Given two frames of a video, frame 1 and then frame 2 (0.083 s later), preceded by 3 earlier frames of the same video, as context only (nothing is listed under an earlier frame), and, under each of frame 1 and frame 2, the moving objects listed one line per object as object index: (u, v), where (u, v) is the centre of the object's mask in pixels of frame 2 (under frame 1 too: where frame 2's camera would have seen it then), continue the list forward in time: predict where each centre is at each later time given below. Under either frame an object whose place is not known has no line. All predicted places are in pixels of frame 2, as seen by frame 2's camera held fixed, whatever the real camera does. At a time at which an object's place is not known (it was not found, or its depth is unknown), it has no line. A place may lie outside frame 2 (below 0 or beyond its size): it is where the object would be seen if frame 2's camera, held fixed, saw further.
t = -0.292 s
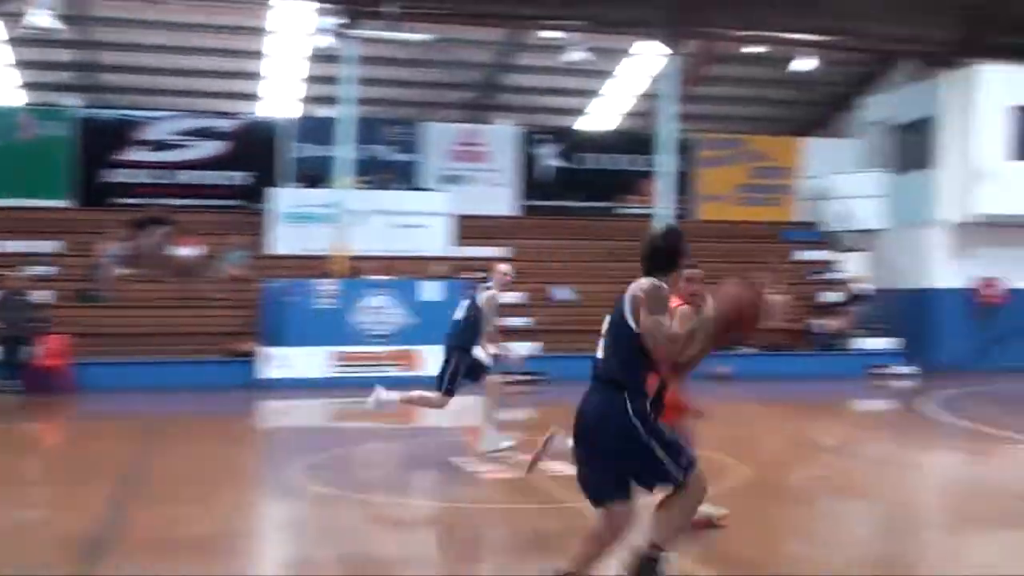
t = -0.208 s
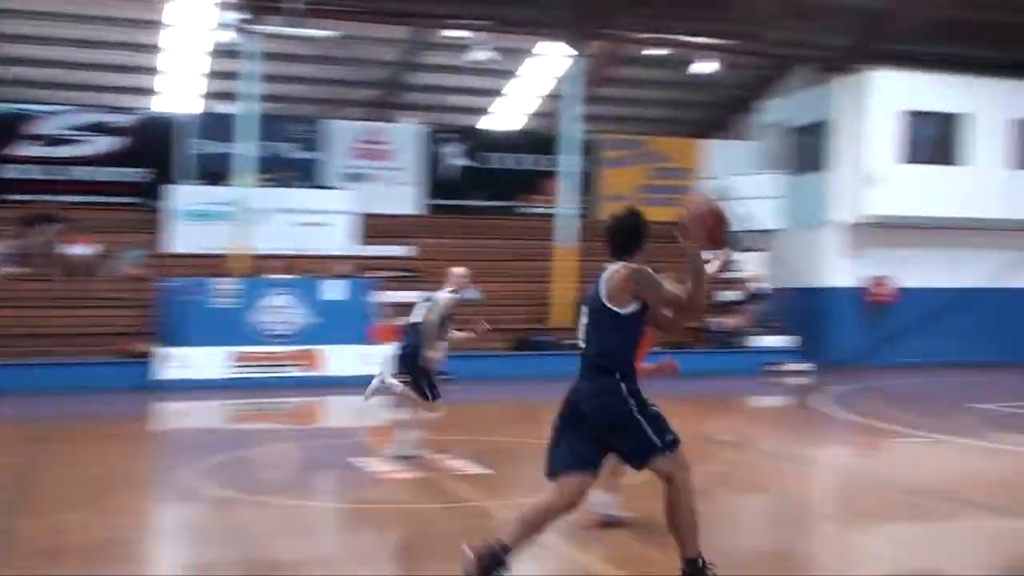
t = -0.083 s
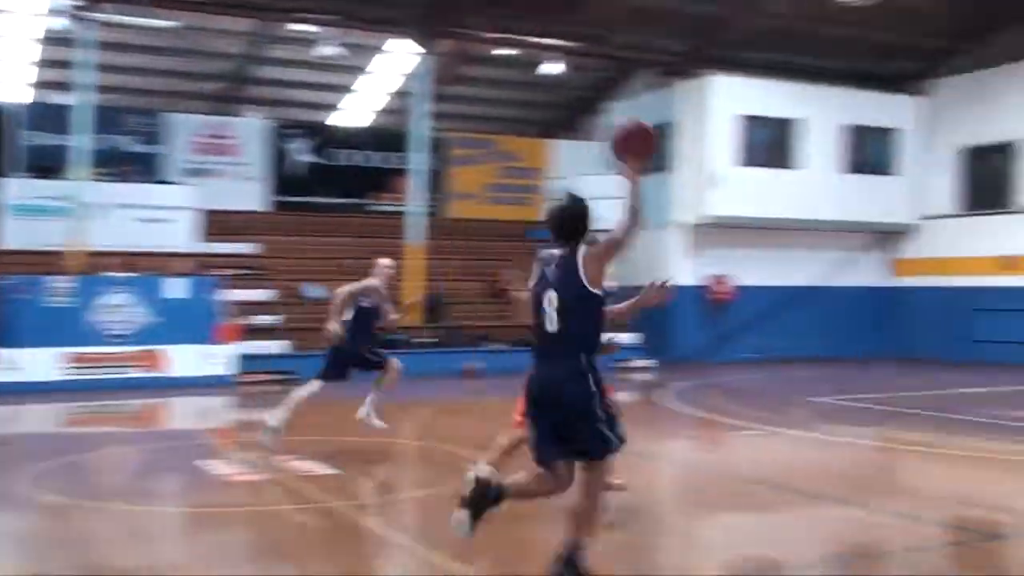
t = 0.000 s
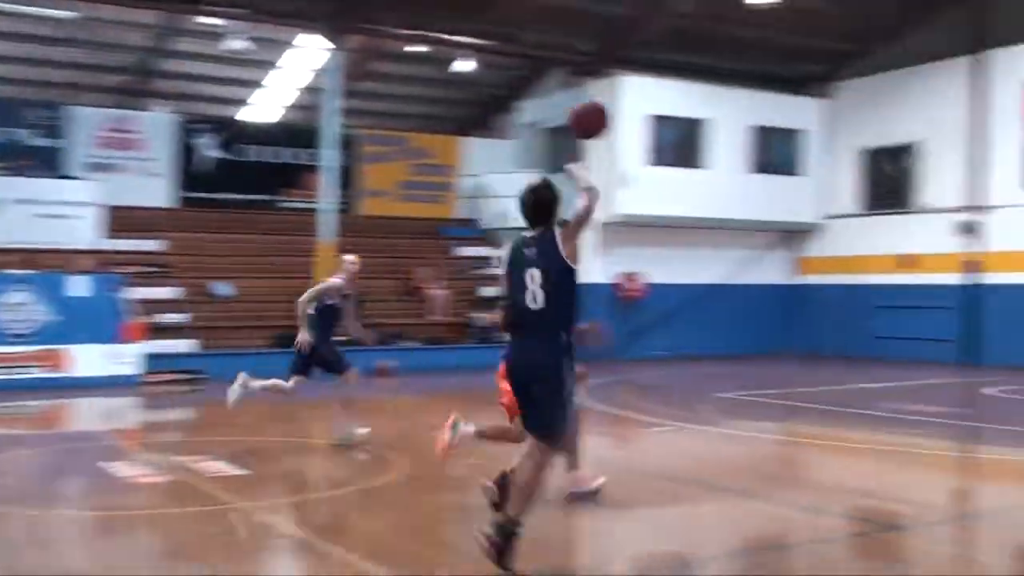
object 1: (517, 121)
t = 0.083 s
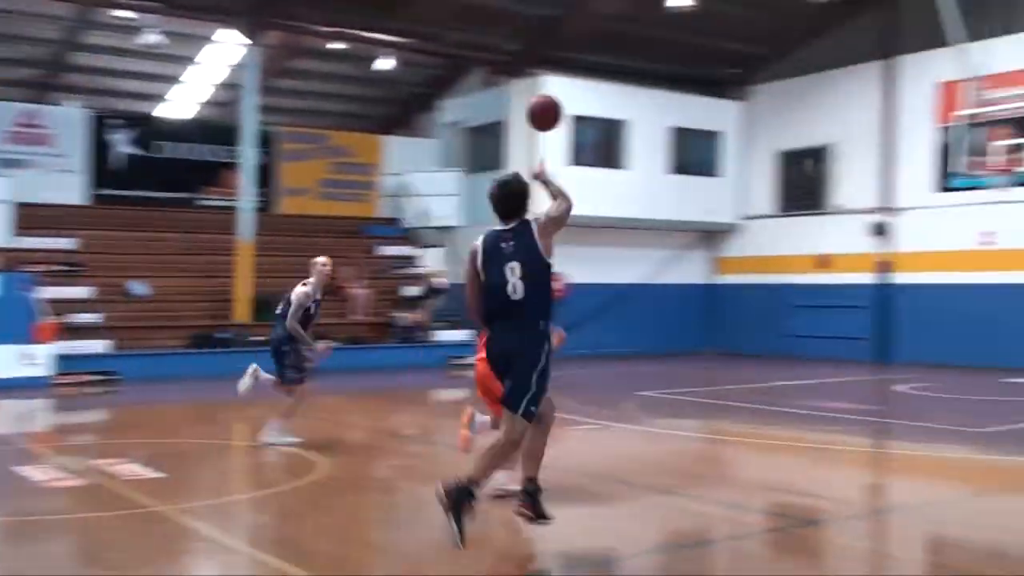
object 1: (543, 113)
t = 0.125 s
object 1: (557, 113)
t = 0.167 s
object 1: (569, 115)
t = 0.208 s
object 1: (580, 120)
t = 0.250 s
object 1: (588, 125)
